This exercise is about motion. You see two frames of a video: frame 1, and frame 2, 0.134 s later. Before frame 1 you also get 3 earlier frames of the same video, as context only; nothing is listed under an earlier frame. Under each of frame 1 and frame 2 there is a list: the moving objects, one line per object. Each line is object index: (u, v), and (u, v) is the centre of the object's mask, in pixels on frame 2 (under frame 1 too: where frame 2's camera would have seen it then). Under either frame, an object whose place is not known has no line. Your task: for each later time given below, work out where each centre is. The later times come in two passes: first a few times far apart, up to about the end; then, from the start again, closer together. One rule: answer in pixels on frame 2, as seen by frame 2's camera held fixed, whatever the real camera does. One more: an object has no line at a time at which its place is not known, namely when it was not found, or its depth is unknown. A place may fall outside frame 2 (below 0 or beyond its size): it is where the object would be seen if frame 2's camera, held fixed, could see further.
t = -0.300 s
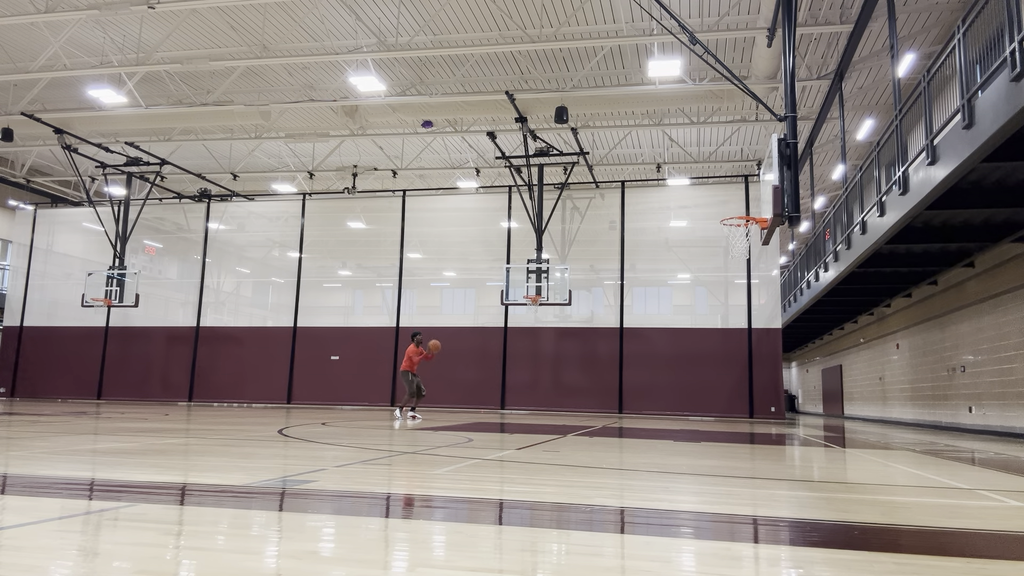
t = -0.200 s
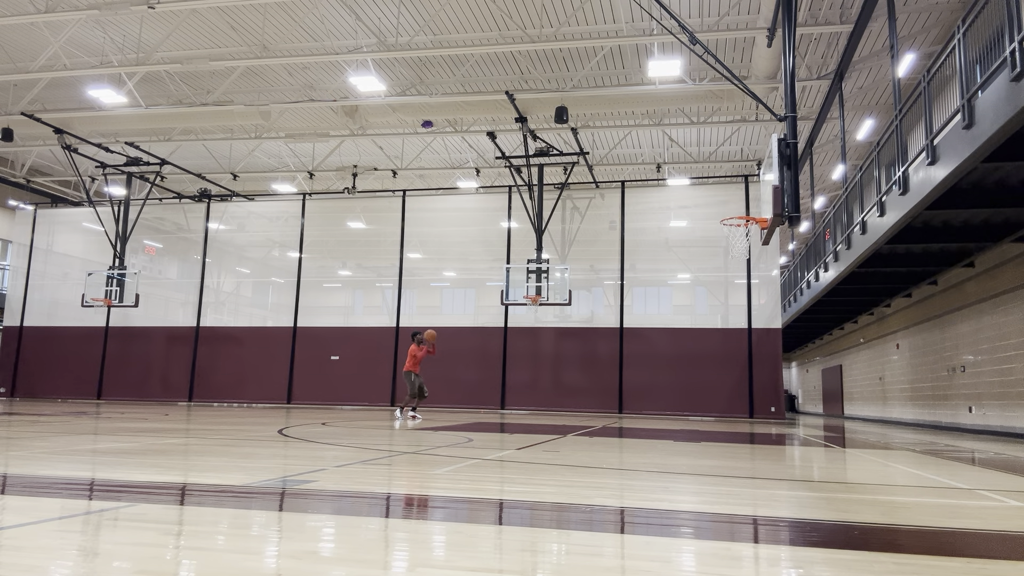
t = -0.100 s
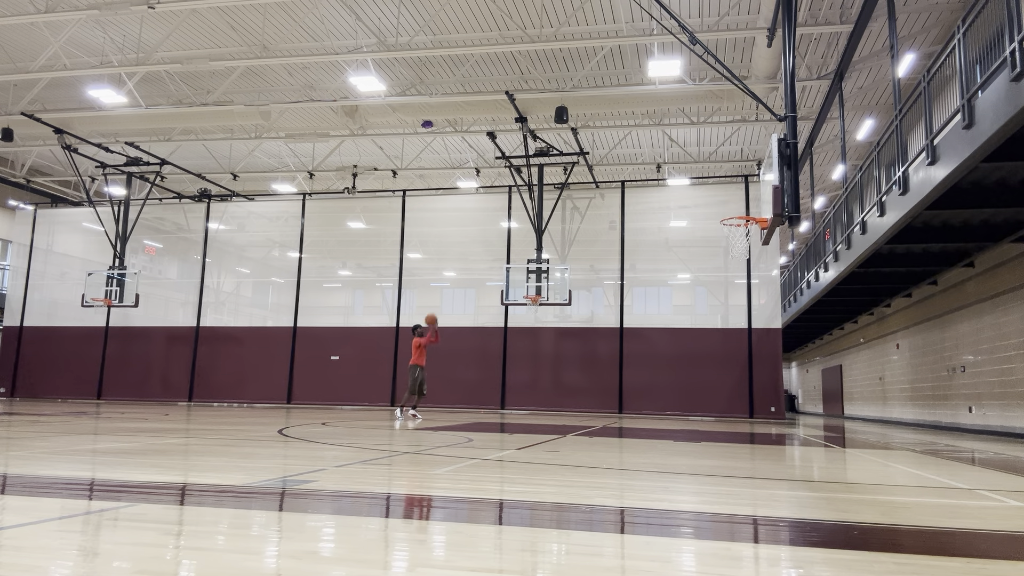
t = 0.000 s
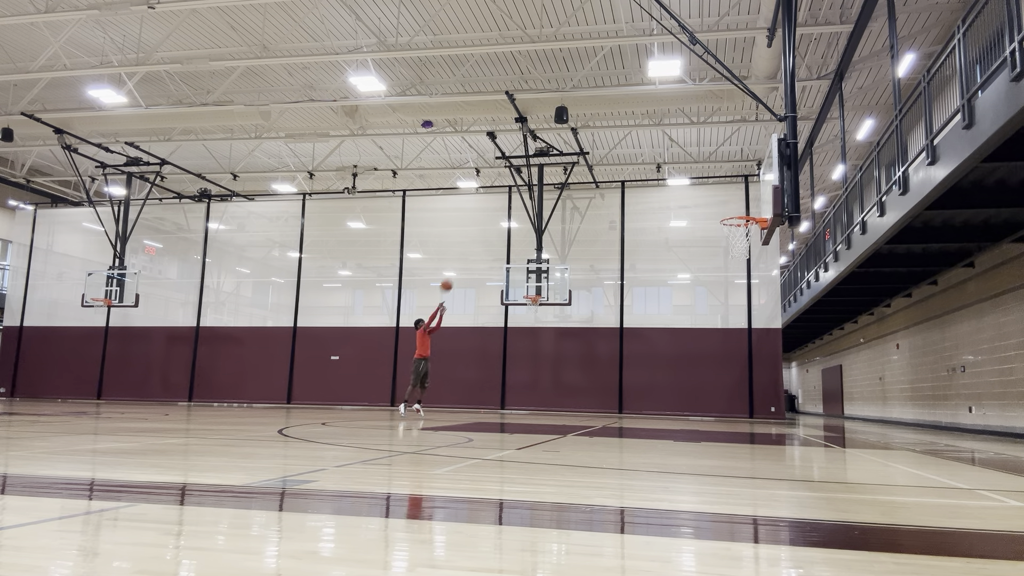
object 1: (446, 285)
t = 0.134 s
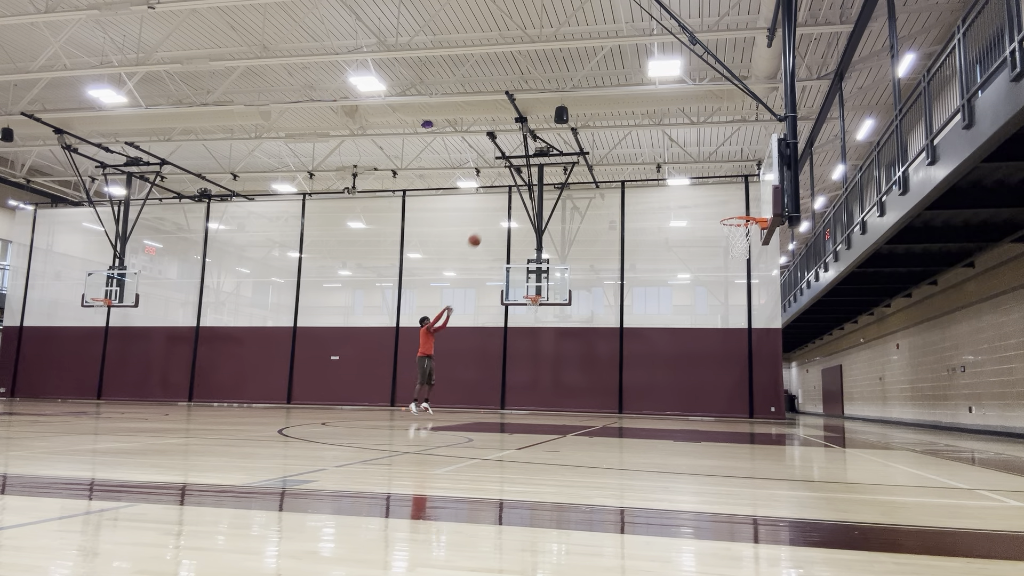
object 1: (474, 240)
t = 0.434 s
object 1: (538, 169)
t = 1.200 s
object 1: (728, 210)
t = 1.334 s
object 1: (751, 201)
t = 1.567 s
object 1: (731, 199)
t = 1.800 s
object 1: (698, 231)
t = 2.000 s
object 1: (671, 286)
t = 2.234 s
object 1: (640, 377)
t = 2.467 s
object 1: (624, 373)
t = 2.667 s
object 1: (617, 326)
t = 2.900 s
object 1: (610, 306)
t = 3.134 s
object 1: (602, 319)
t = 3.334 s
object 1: (596, 356)
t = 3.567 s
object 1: (588, 413)
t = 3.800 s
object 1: (580, 364)
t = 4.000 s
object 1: (573, 351)
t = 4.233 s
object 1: (564, 367)
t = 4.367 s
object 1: (559, 390)
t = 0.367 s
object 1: (523, 181)
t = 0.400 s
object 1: (530, 175)
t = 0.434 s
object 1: (538, 169)
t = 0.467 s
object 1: (544, 164)
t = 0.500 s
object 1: (552, 159)
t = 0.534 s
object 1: (559, 155)
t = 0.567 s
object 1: (568, 152)
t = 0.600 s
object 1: (575, 149)
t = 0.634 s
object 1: (582, 147)
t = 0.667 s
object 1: (590, 144)
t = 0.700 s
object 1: (598, 144)
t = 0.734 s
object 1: (606, 143)
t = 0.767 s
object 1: (614, 143)
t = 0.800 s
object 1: (622, 144)
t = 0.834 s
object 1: (630, 145)
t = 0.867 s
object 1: (638, 147)
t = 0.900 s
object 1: (647, 150)
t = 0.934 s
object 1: (655, 154)
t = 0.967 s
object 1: (663, 158)
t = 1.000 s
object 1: (673, 164)
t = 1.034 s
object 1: (681, 169)
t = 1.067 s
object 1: (691, 175)
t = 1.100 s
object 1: (699, 183)
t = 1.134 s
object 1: (709, 191)
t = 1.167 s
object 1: (718, 200)
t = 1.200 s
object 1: (728, 210)
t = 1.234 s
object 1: (734, 209)
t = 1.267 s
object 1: (740, 205)
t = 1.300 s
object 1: (746, 203)
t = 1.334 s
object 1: (751, 201)
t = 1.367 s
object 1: (757, 199)
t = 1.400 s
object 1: (756, 197)
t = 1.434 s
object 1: (751, 196)
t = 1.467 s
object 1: (746, 196)
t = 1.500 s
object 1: (741, 196)
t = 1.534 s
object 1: (736, 197)
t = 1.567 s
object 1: (731, 199)
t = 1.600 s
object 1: (726, 202)
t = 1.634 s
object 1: (722, 205)
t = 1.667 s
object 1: (717, 209)
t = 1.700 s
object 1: (712, 213)
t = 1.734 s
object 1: (707, 219)
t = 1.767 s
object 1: (703, 225)
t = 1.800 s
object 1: (698, 231)
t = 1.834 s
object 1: (694, 239)
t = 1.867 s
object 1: (689, 247)
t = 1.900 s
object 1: (685, 255)
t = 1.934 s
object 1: (680, 265)
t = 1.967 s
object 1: (675, 275)
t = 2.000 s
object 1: (671, 286)
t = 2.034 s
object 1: (667, 297)
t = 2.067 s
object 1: (662, 309)
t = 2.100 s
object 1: (658, 321)
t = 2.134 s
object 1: (653, 334)
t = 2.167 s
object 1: (649, 348)
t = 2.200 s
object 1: (645, 362)
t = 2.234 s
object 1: (640, 377)
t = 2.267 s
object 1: (636, 393)
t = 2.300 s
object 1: (633, 410)
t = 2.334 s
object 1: (629, 421)
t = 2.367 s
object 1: (628, 407)
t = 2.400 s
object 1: (627, 395)
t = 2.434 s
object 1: (625, 383)
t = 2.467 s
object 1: (624, 373)
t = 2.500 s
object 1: (623, 363)
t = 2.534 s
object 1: (622, 354)
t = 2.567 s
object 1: (621, 346)
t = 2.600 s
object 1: (619, 338)
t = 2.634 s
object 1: (618, 332)
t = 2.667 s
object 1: (617, 326)
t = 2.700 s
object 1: (616, 321)
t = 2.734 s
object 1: (615, 317)
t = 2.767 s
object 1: (614, 313)
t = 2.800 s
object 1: (613, 310)
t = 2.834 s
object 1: (612, 308)
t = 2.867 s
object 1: (611, 306)
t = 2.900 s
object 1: (610, 306)
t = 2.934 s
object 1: (609, 305)
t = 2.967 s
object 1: (608, 306)
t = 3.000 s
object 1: (607, 307)
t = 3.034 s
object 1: (606, 309)
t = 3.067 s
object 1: (605, 312)
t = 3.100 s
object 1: (603, 315)
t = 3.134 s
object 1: (602, 319)
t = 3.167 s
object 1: (601, 323)
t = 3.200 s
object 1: (600, 329)
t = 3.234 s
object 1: (599, 334)
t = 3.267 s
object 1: (598, 341)
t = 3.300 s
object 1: (597, 349)
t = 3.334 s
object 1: (596, 356)
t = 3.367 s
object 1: (595, 365)
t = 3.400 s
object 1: (594, 374)
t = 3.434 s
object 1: (593, 385)
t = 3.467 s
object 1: (591, 395)
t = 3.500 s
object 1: (591, 407)
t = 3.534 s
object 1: (590, 420)
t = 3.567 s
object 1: (588, 413)
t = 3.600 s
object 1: (587, 404)
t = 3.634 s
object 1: (586, 395)
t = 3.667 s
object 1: (585, 387)
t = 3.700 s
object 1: (583, 380)
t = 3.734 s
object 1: (582, 374)
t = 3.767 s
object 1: (581, 369)
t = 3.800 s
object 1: (580, 364)
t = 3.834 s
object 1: (579, 360)
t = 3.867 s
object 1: (577, 357)
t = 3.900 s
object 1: (576, 354)
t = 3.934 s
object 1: (575, 352)
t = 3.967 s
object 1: (574, 351)
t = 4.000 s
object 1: (573, 351)
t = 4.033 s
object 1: (572, 351)
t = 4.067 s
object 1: (571, 352)
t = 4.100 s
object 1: (569, 354)
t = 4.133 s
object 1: (568, 356)
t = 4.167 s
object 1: (567, 359)
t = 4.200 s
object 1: (566, 363)
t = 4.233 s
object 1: (564, 367)
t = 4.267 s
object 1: (563, 372)
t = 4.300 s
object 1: (562, 377)
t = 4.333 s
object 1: (561, 384)
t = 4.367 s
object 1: (559, 390)
